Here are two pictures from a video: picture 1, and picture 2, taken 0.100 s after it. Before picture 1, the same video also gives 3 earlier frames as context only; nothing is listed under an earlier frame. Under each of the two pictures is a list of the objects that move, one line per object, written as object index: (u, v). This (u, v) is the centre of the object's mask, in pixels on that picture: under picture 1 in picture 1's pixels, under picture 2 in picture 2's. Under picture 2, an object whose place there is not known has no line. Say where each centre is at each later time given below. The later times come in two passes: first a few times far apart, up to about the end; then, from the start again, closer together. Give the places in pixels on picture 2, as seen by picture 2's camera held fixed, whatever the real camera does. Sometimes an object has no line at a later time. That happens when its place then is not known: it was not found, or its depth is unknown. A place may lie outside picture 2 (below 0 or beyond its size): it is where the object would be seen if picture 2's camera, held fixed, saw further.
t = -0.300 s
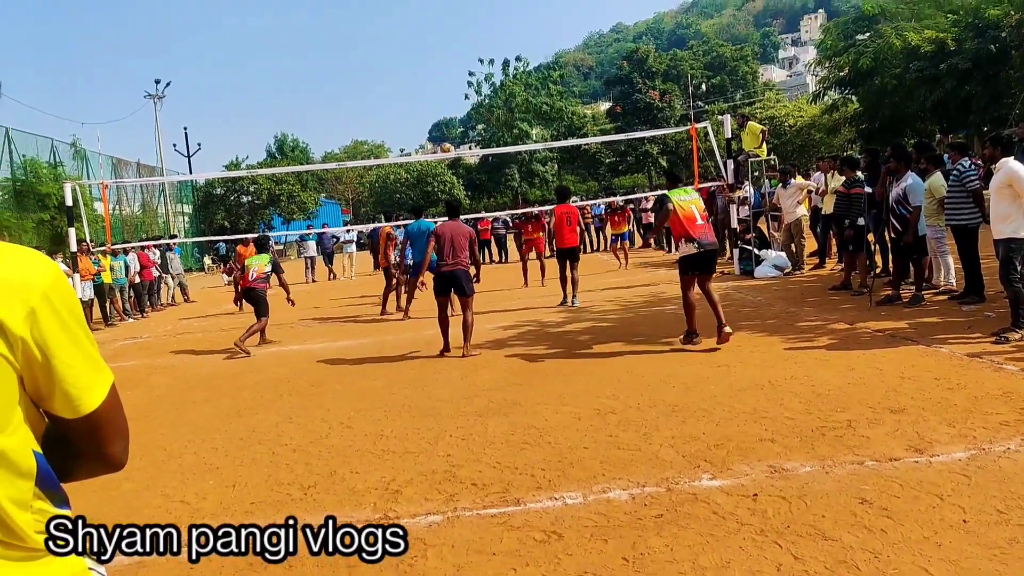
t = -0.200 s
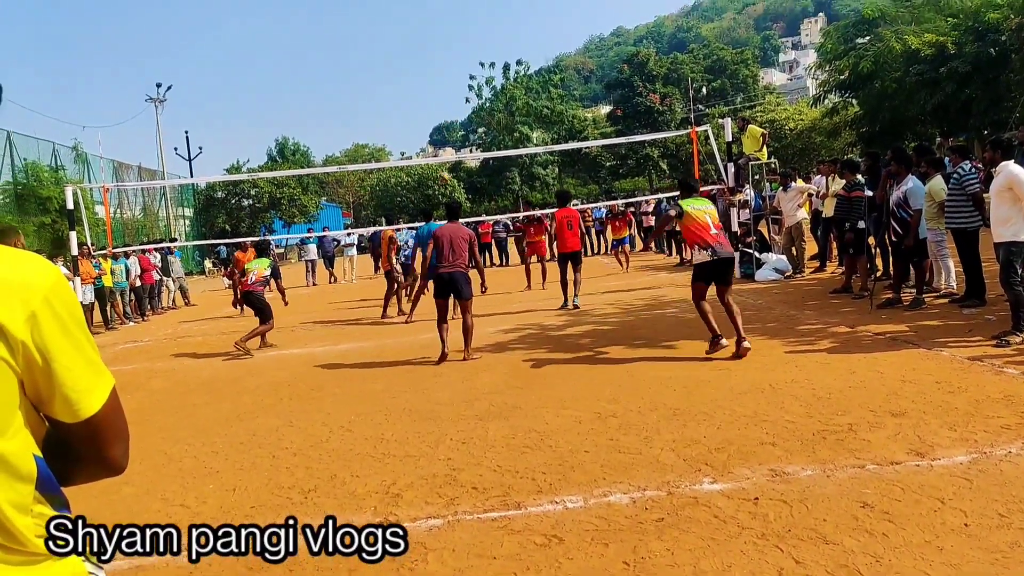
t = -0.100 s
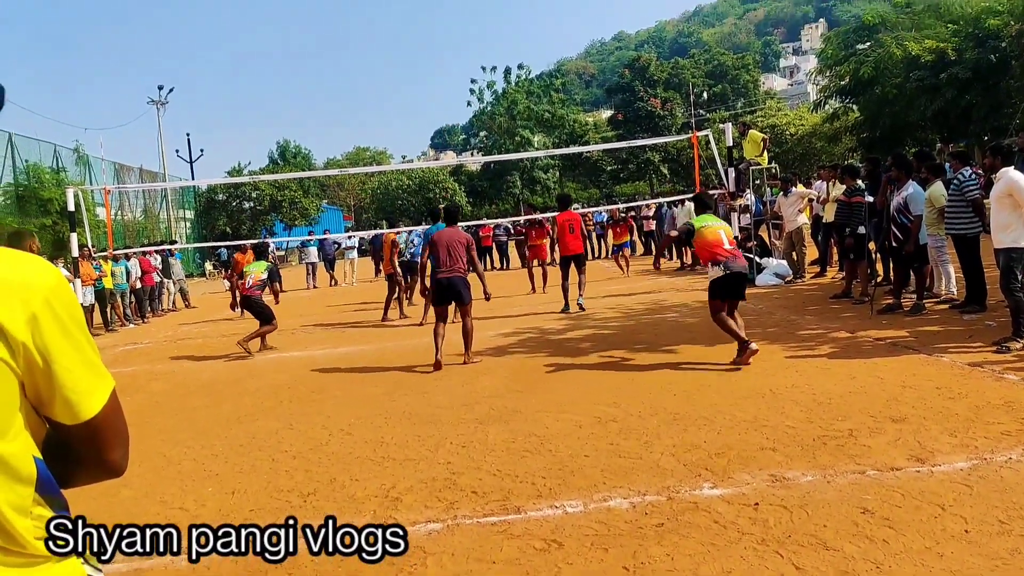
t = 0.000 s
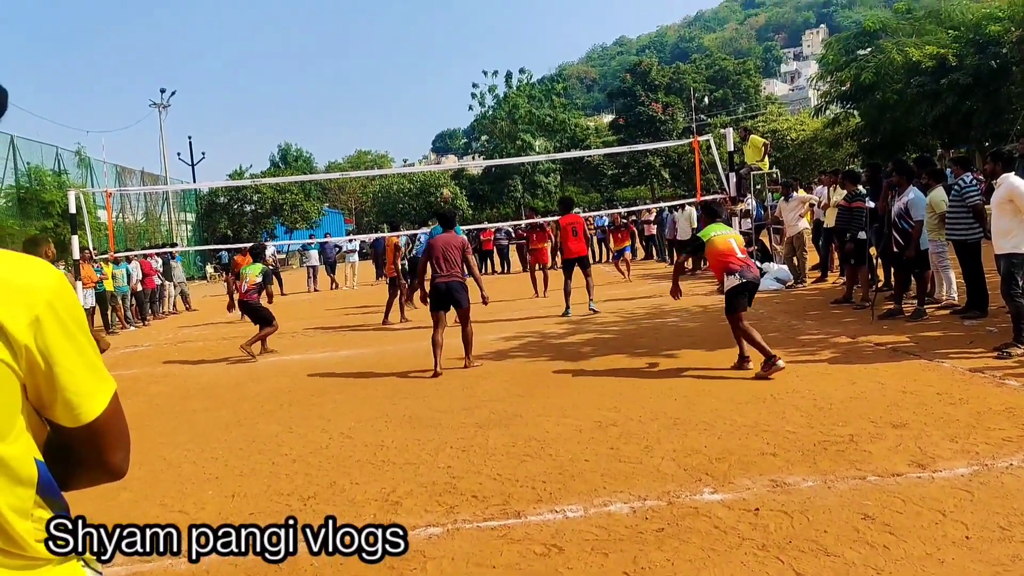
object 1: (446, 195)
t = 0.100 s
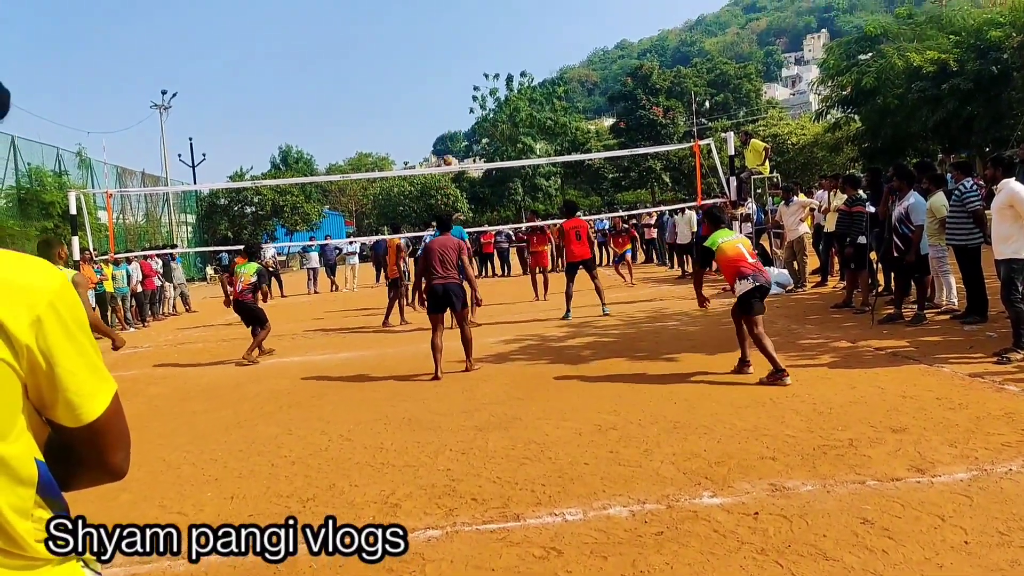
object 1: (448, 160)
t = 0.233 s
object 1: (451, 119)
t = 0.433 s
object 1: (459, 74)
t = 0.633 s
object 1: (469, 48)
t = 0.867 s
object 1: (481, 46)
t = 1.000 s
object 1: (490, 58)
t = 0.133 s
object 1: (449, 148)
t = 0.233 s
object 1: (451, 119)
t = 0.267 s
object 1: (453, 110)
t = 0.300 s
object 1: (454, 102)
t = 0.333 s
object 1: (455, 94)
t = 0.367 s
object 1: (457, 86)
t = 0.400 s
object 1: (458, 80)
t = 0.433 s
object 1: (459, 74)
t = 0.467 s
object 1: (460, 68)
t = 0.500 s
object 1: (462, 63)
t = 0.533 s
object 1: (464, 58)
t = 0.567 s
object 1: (465, 55)
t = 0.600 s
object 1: (467, 51)
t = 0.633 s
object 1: (469, 48)
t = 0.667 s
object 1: (470, 46)
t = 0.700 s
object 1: (472, 45)
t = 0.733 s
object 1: (474, 44)
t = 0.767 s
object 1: (476, 43)
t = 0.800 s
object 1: (478, 44)
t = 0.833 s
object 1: (479, 44)
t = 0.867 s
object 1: (481, 46)
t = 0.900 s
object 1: (483, 48)
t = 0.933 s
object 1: (485, 51)
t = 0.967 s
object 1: (488, 54)
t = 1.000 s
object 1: (490, 58)
